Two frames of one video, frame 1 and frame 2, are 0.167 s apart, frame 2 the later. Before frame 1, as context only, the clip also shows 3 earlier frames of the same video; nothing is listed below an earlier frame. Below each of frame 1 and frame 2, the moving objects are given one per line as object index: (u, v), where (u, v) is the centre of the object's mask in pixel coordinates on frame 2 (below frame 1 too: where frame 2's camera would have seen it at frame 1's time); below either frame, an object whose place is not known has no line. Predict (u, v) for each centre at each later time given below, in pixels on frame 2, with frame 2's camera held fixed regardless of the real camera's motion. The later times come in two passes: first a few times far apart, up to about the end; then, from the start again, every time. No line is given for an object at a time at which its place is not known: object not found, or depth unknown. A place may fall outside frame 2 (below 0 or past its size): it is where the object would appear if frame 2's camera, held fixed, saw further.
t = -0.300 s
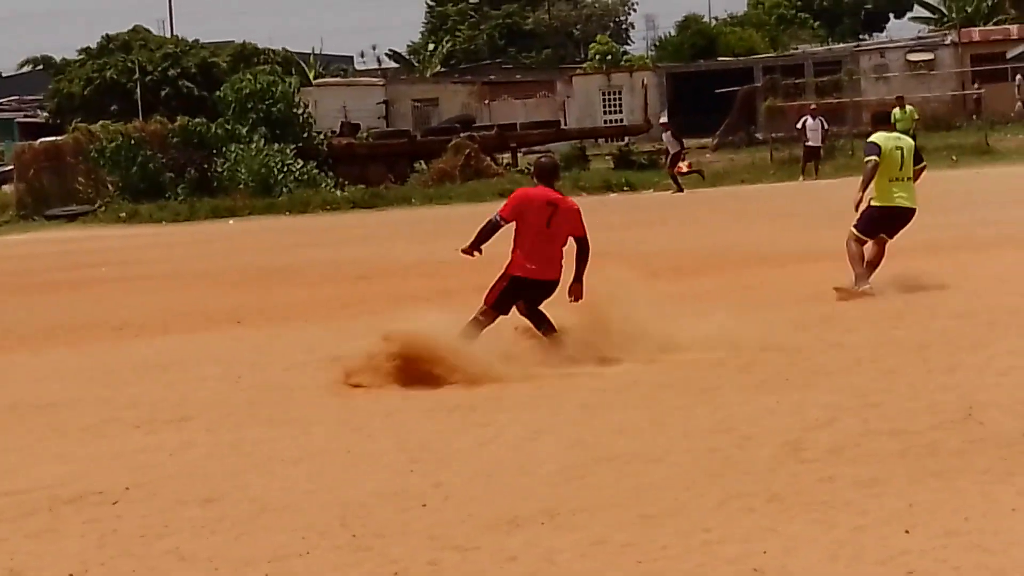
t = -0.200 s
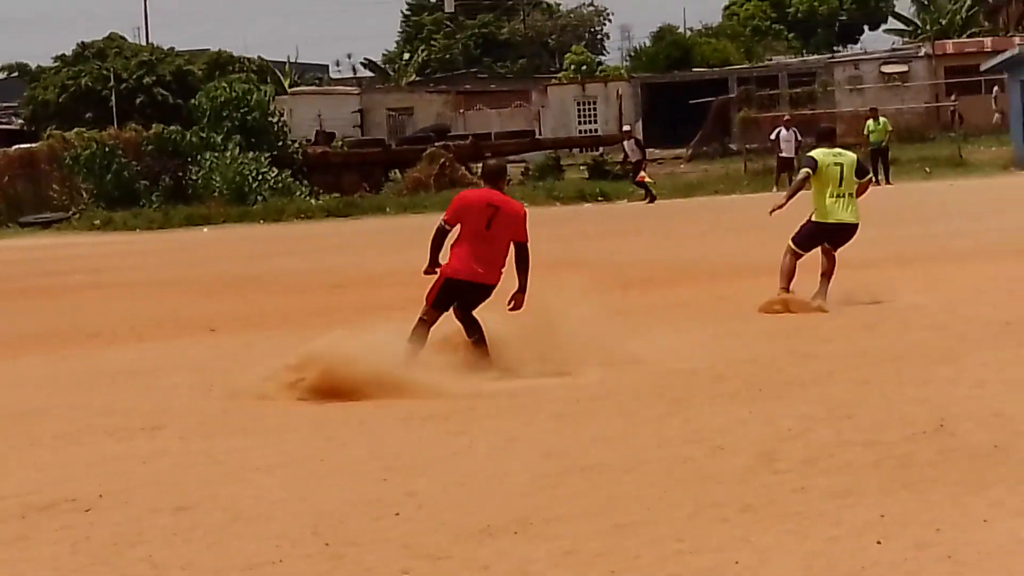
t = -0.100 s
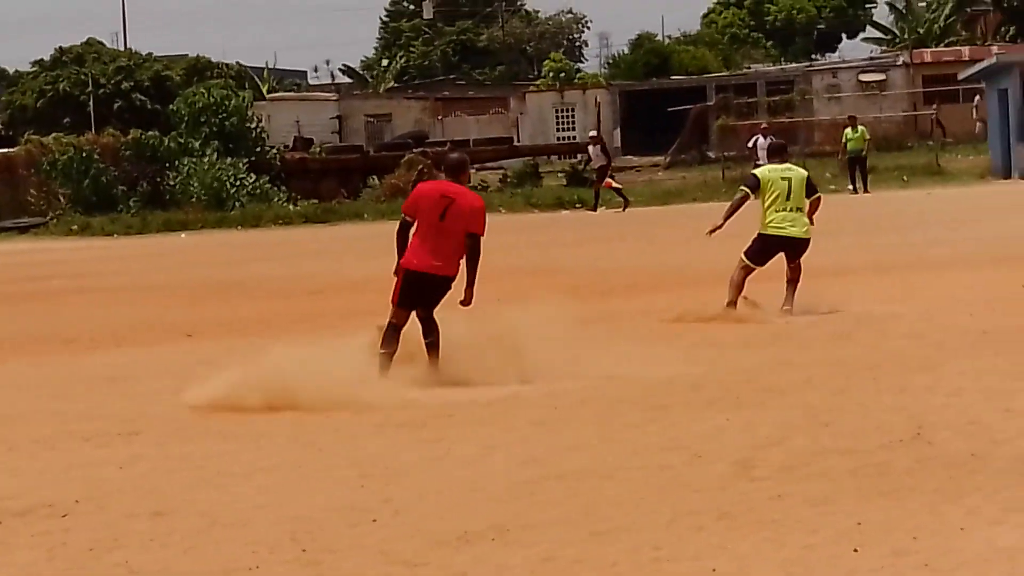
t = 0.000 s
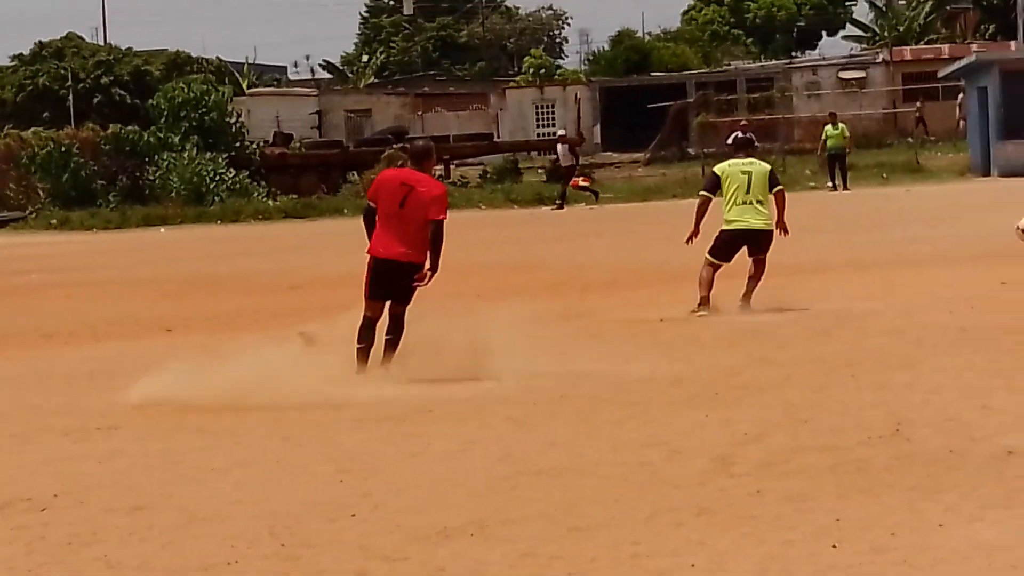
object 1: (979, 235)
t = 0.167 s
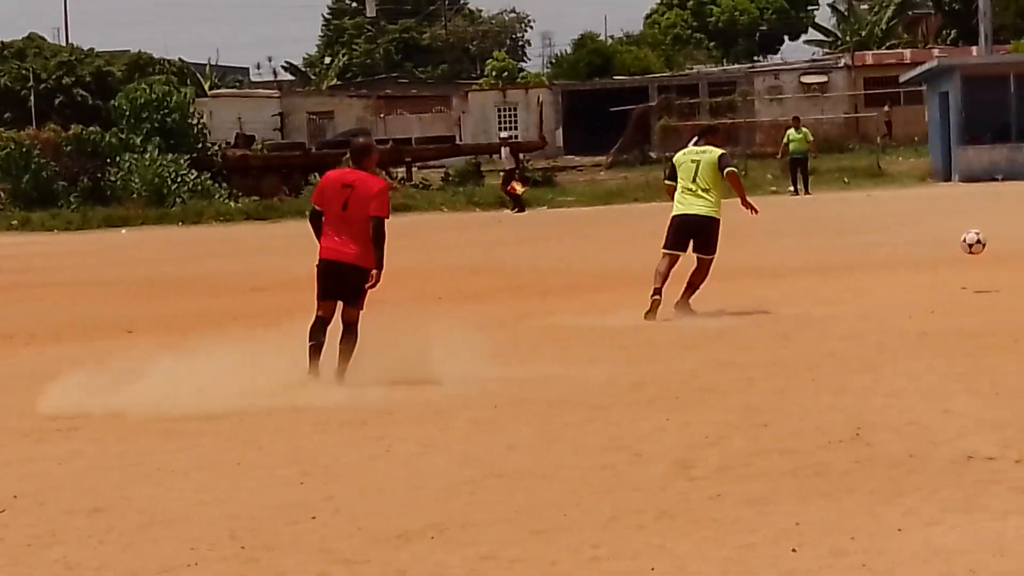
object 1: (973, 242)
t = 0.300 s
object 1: (963, 271)
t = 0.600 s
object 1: (940, 251)
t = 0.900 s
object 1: (922, 270)
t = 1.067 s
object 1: (914, 264)
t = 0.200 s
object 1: (971, 247)
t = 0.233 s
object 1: (968, 254)
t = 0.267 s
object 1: (966, 262)
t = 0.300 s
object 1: (963, 271)
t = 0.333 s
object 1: (960, 281)
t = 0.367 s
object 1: (957, 276)
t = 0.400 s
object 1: (954, 268)
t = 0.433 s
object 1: (952, 262)
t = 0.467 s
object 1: (950, 258)
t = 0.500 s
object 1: (947, 254)
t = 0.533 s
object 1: (945, 252)
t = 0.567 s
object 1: (942, 251)
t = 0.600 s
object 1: (940, 251)
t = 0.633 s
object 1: (938, 253)
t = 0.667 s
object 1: (936, 255)
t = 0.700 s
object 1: (933, 259)
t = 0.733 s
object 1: (931, 264)
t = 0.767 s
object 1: (929, 271)
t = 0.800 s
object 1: (927, 279)
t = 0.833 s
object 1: (925, 281)
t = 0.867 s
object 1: (923, 275)
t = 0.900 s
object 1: (922, 270)
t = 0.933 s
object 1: (921, 266)
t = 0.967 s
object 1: (919, 264)
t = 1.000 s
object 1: (918, 263)
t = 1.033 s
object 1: (916, 263)
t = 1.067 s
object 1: (914, 264)
